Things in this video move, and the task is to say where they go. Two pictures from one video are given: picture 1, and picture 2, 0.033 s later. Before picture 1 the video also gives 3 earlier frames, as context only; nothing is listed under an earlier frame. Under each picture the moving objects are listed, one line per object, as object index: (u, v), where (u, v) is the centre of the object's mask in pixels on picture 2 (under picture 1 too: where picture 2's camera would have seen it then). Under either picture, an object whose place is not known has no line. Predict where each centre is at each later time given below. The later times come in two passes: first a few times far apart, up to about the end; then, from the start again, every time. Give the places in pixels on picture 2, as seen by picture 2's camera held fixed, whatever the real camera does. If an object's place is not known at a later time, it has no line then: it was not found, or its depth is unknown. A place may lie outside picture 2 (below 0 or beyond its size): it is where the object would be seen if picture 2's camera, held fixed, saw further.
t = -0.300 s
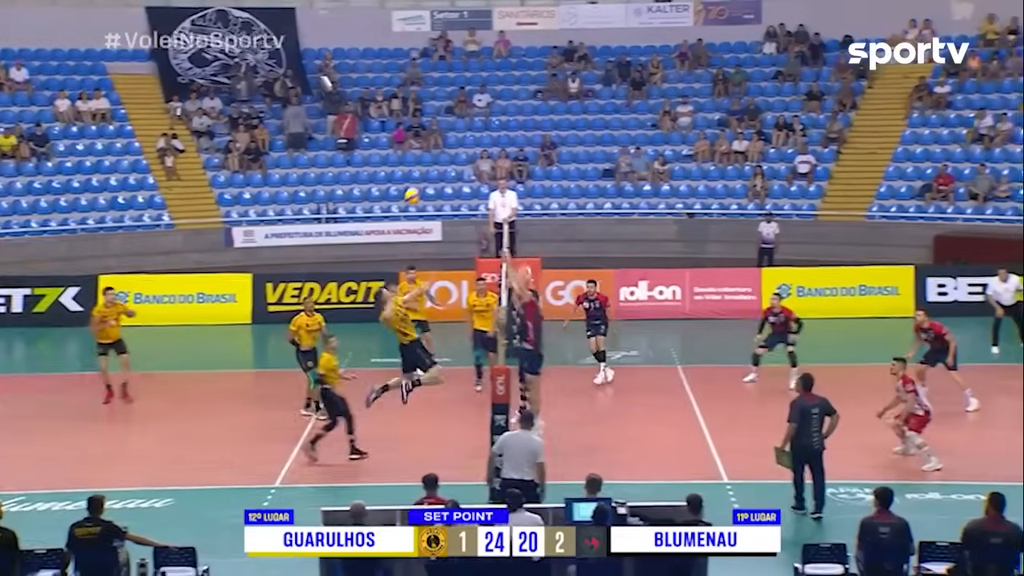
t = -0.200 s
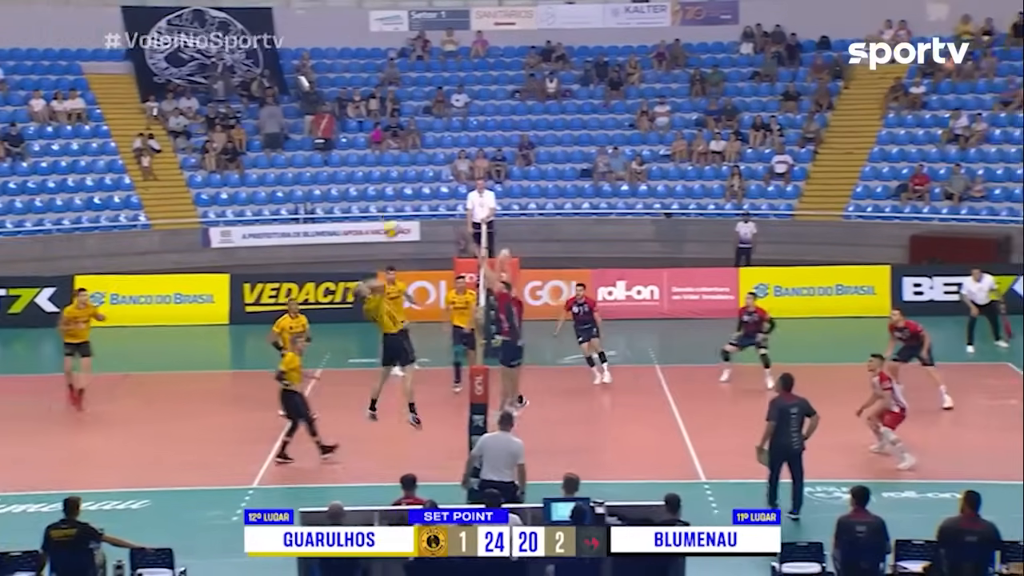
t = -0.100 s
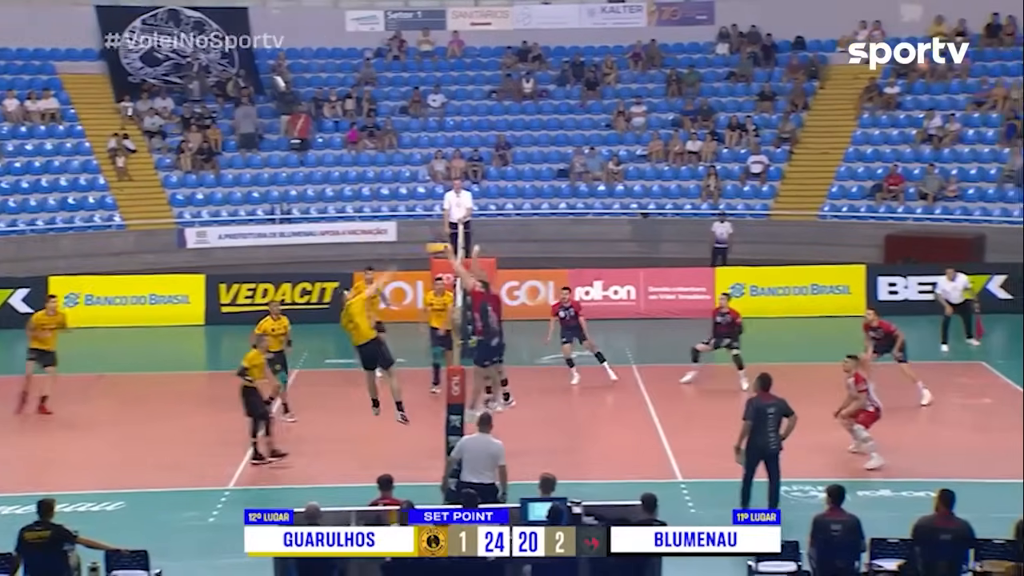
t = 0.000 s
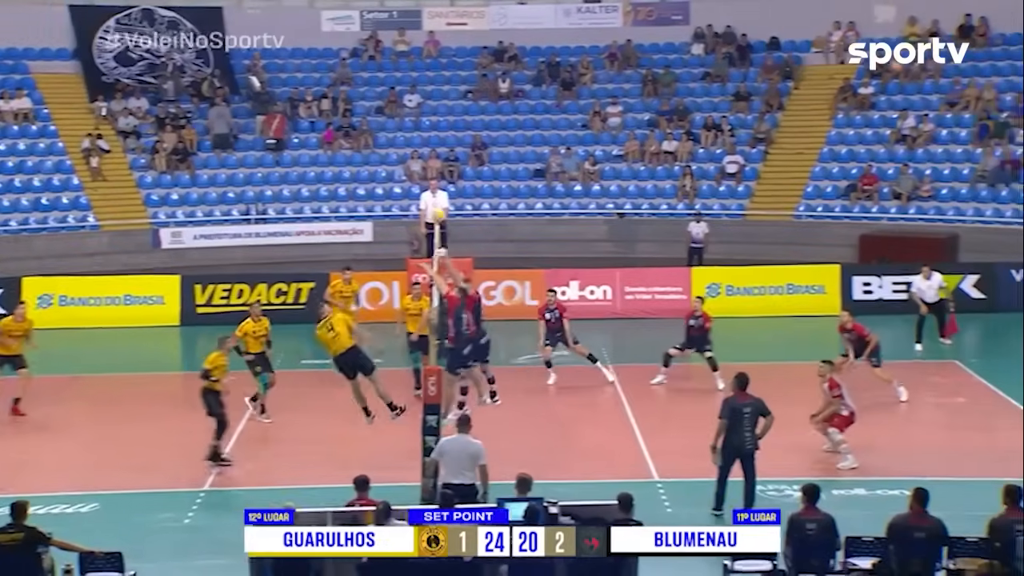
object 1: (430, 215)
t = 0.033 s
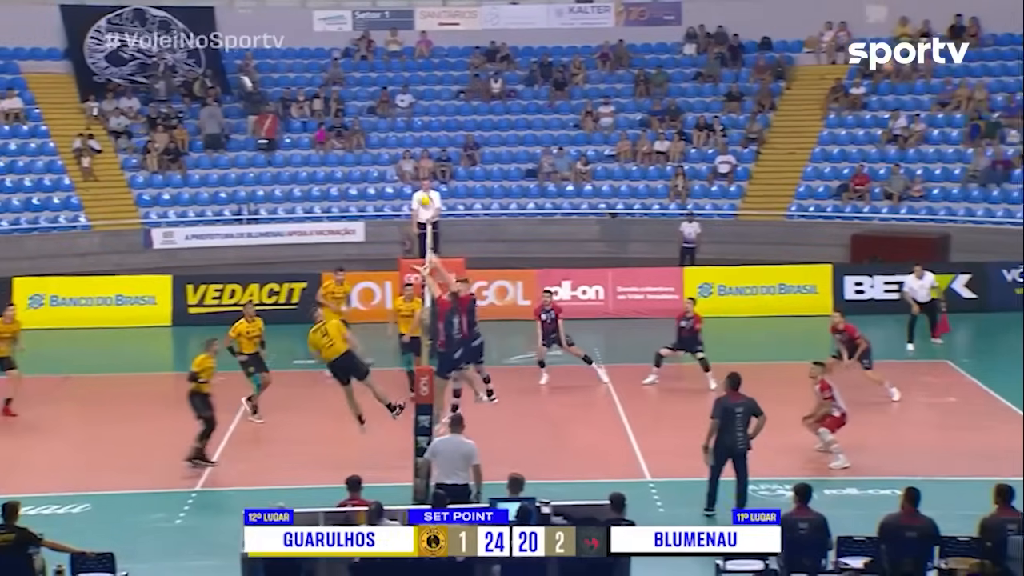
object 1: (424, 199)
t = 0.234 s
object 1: (401, 133)
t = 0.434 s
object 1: (380, 100)
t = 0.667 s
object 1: (361, 97)
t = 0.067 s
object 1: (422, 186)
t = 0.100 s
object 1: (418, 175)
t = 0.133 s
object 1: (412, 162)
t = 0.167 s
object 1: (408, 152)
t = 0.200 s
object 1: (404, 142)
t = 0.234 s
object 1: (401, 133)
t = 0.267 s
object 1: (397, 126)
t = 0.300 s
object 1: (393, 119)
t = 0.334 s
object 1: (389, 113)
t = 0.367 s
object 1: (386, 108)
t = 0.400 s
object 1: (383, 104)
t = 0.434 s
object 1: (380, 100)
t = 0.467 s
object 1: (377, 98)
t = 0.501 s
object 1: (374, 96)
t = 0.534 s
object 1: (371, 95)
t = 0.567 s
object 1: (368, 95)
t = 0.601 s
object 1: (366, 95)
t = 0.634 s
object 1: (363, 96)
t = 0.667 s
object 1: (361, 97)
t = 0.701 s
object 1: (359, 100)
